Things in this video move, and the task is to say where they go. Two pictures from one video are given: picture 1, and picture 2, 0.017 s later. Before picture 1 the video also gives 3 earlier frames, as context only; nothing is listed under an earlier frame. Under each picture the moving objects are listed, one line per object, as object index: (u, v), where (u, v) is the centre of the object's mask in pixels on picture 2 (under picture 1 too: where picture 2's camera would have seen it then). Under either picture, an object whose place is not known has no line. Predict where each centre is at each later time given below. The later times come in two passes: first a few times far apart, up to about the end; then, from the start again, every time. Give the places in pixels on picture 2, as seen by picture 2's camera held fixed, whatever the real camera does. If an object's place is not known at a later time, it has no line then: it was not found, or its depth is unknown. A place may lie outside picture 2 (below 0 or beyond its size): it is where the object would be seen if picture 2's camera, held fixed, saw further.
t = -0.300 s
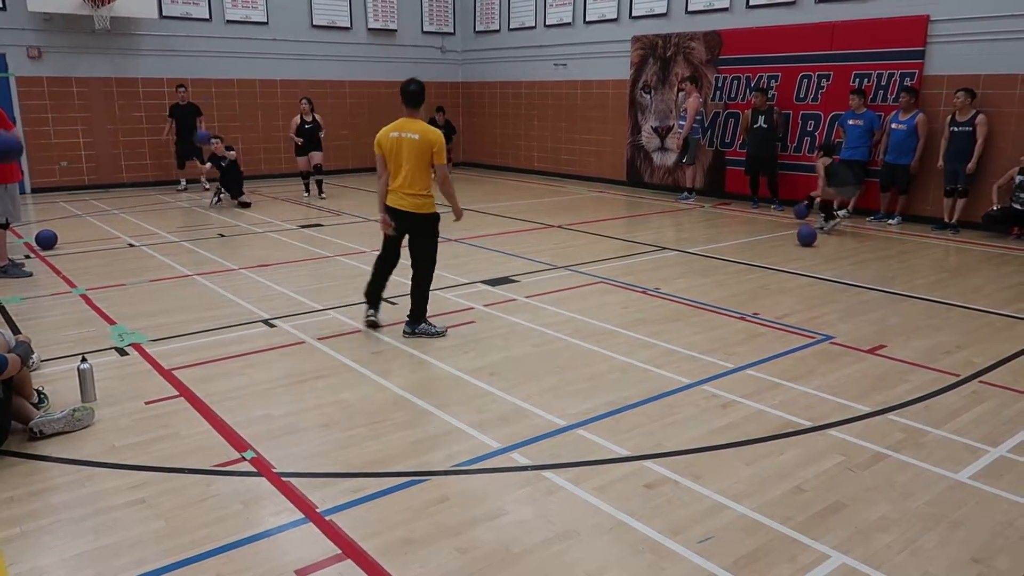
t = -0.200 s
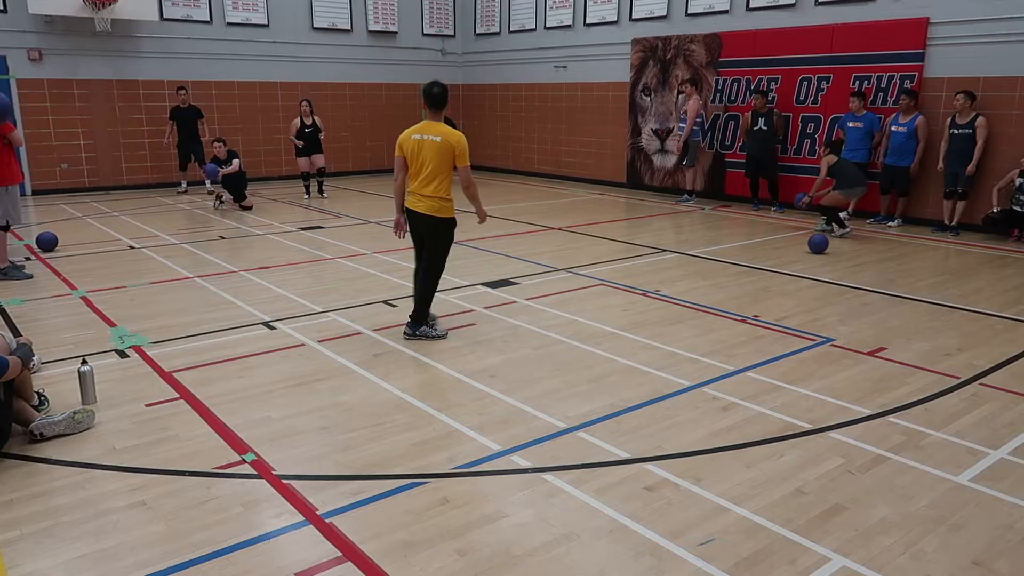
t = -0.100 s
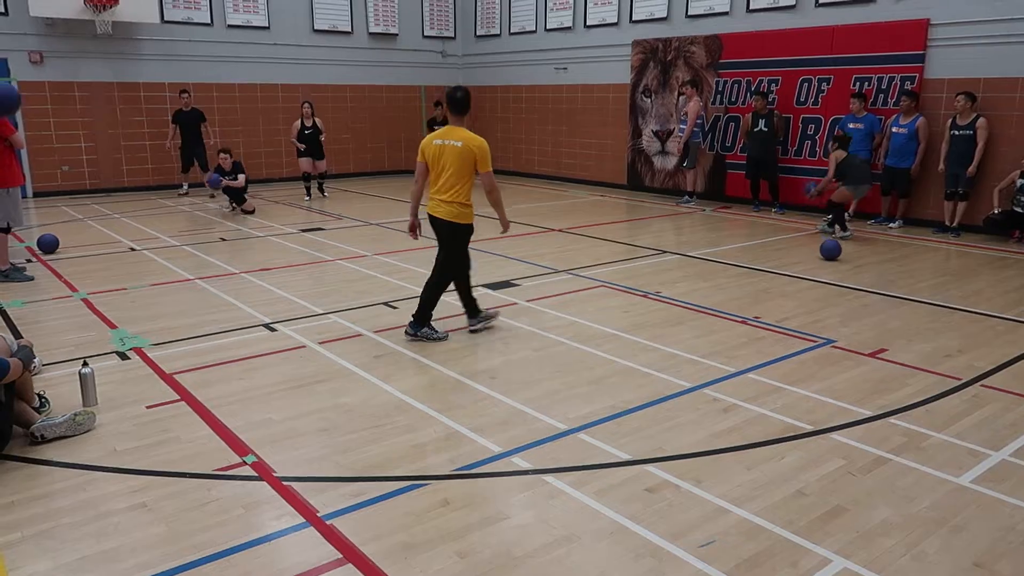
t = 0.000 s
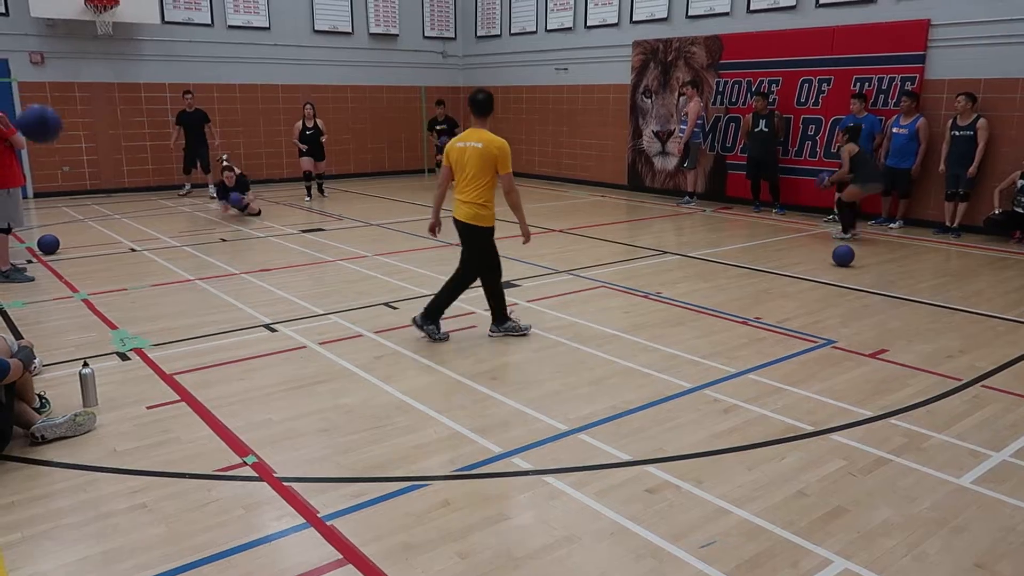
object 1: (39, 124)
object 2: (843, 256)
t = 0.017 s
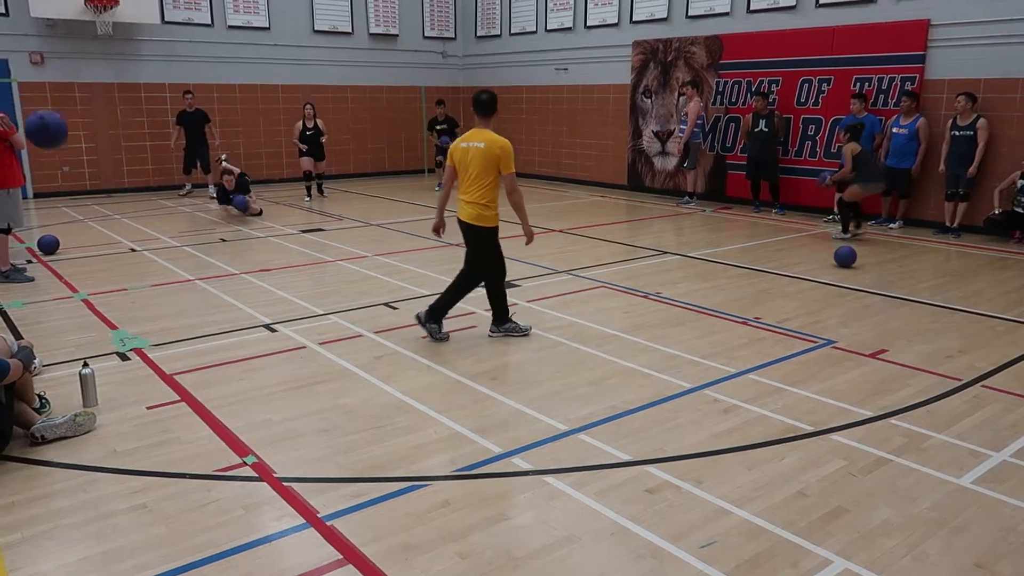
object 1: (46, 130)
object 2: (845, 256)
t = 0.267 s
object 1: (170, 292)
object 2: (879, 271)
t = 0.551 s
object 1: (261, 342)
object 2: (923, 290)
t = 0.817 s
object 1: (309, 320)
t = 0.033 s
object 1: (53, 136)
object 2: (847, 257)
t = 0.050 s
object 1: (61, 143)
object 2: (850, 258)
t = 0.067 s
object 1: (68, 151)
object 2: (852, 259)
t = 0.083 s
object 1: (76, 160)
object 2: (854, 260)
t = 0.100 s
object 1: (82, 168)
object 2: (856, 261)
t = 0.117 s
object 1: (91, 178)
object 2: (858, 262)
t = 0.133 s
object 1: (99, 188)
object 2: (860, 263)
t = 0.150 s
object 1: (107, 200)
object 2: (863, 264)
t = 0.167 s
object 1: (116, 211)
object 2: (865, 265)
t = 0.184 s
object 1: (125, 223)
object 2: (867, 266)
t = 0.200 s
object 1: (134, 236)
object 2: (870, 267)
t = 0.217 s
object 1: (143, 249)
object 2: (872, 268)
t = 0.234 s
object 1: (151, 263)
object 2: (874, 269)
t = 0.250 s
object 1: (160, 277)
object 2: (876, 270)
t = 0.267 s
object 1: (170, 292)
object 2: (879, 271)
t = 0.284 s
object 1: (179, 308)
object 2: (881, 272)
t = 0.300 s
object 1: (189, 323)
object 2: (884, 273)
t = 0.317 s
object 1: (199, 340)
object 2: (886, 274)
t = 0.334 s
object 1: (208, 359)
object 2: (889, 275)
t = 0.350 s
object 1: (218, 376)
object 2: (891, 276)
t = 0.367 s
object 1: (228, 394)
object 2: (894, 278)
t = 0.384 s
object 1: (238, 414)
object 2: (896, 279)
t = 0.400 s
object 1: (241, 413)
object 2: (899, 280)
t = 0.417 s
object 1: (244, 403)
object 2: (902, 281)
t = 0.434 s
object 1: (246, 393)
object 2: (904, 282)
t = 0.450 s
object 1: (248, 385)
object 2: (907, 283)
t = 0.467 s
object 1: (250, 376)
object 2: (910, 284)
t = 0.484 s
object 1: (252, 369)
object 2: (912, 286)
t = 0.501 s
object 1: (254, 361)
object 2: (915, 287)
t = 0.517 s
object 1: (256, 355)
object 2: (918, 288)
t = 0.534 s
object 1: (259, 348)
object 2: (920, 289)
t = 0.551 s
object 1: (261, 342)
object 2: (923, 290)
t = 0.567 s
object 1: (263, 337)
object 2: (926, 292)
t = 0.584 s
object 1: (266, 332)
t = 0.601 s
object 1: (269, 327)
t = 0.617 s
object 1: (271, 323)
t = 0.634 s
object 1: (274, 320)
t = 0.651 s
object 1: (277, 317)
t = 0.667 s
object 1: (280, 315)
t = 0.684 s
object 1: (283, 313)
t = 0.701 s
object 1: (286, 312)
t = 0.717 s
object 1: (289, 311)
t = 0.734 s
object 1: (292, 311)
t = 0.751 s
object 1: (295, 311)
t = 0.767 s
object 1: (299, 313)
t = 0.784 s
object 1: (302, 315)
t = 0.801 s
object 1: (305, 317)
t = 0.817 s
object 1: (309, 320)
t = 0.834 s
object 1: (312, 323)
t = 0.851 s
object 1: (316, 328)
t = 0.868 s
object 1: (320, 333)
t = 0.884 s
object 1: (324, 338)
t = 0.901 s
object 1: (327, 344)
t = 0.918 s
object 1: (331, 351)
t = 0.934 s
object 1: (335, 358)
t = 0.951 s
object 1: (339, 367)
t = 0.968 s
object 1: (343, 375)
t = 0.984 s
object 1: (347, 385)
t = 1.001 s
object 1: (350, 395)
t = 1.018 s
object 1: (355, 405)
